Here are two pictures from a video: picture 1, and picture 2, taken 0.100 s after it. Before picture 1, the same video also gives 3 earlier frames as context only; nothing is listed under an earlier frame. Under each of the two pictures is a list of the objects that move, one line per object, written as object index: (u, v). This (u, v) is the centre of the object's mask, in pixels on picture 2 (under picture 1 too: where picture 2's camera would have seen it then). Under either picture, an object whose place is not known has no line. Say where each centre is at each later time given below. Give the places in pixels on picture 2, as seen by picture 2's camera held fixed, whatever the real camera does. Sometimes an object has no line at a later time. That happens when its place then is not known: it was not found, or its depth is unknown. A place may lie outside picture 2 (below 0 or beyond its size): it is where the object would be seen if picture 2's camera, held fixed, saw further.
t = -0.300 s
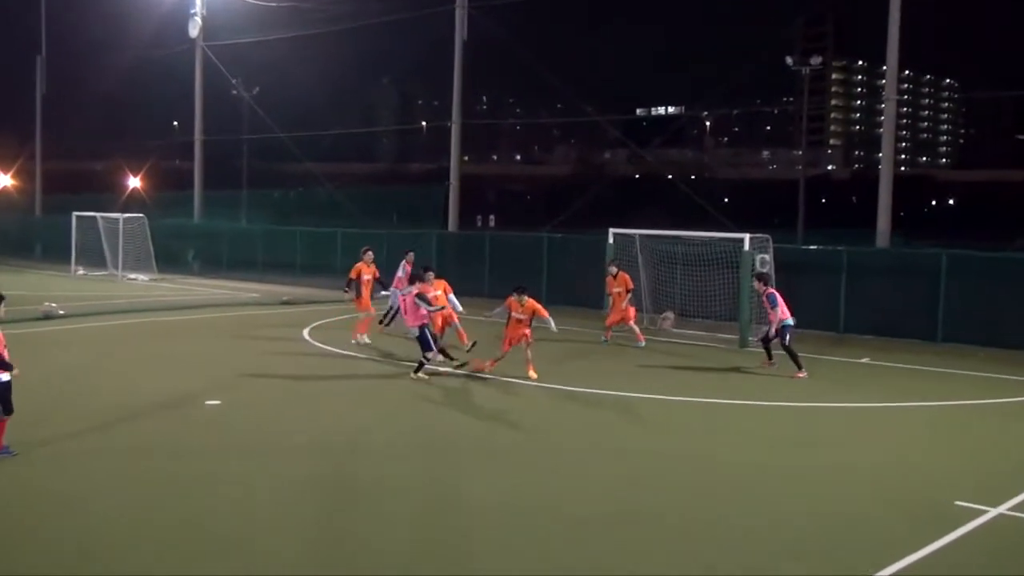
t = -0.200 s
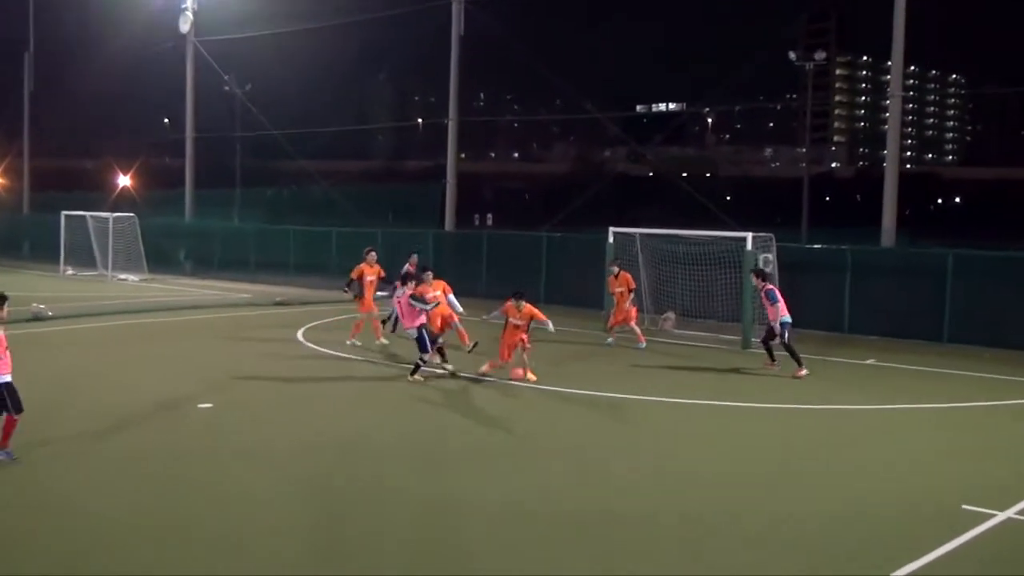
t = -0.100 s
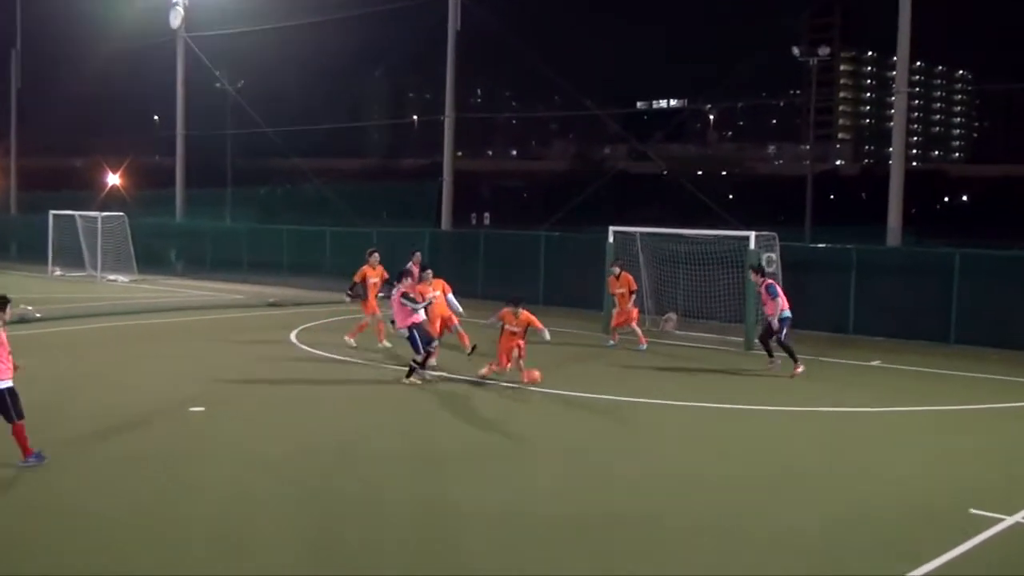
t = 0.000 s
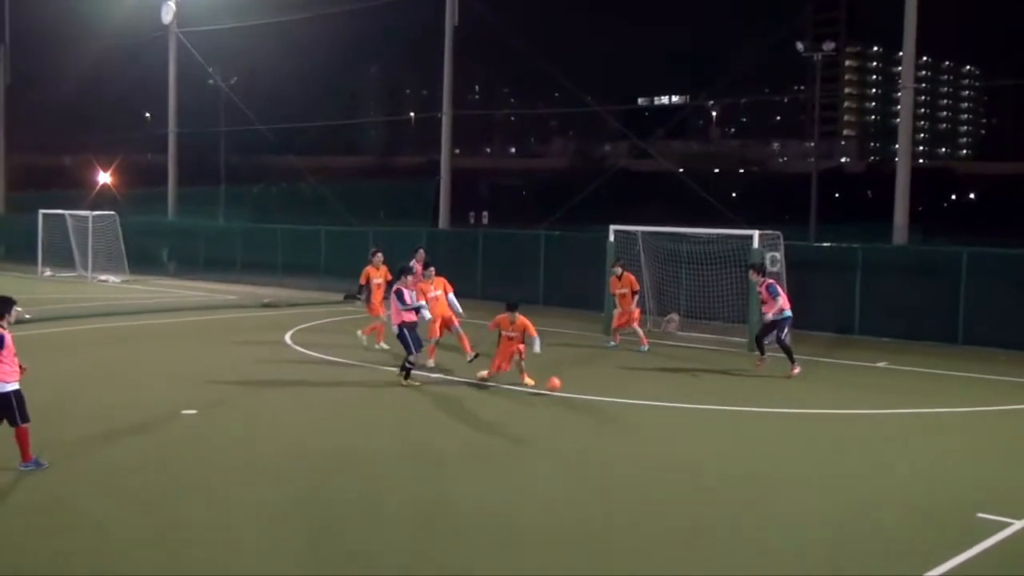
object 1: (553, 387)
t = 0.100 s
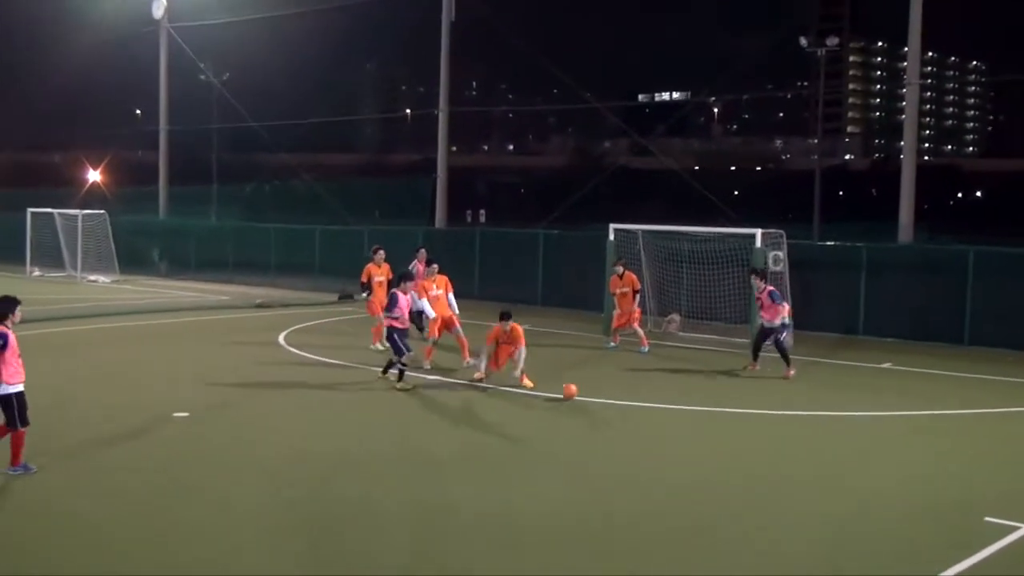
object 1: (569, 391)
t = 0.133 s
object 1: (574, 391)
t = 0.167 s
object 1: (579, 395)
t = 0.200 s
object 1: (583, 395)
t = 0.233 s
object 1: (588, 395)
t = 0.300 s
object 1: (596, 396)
